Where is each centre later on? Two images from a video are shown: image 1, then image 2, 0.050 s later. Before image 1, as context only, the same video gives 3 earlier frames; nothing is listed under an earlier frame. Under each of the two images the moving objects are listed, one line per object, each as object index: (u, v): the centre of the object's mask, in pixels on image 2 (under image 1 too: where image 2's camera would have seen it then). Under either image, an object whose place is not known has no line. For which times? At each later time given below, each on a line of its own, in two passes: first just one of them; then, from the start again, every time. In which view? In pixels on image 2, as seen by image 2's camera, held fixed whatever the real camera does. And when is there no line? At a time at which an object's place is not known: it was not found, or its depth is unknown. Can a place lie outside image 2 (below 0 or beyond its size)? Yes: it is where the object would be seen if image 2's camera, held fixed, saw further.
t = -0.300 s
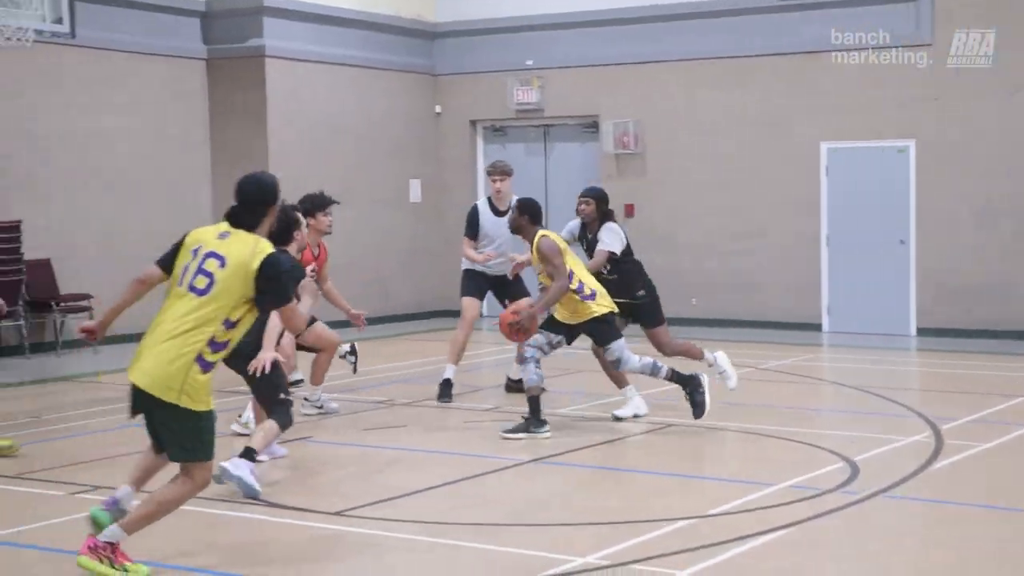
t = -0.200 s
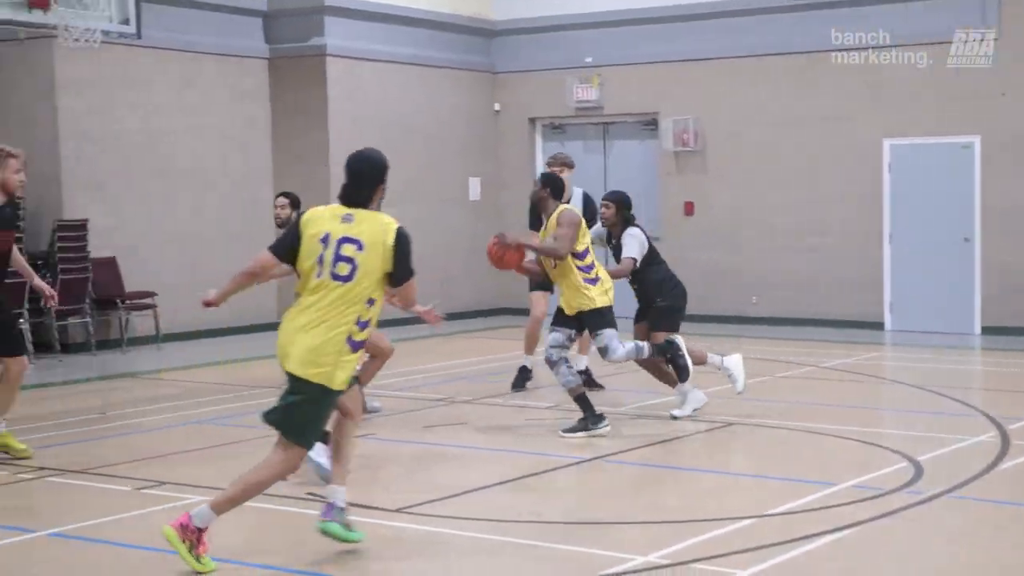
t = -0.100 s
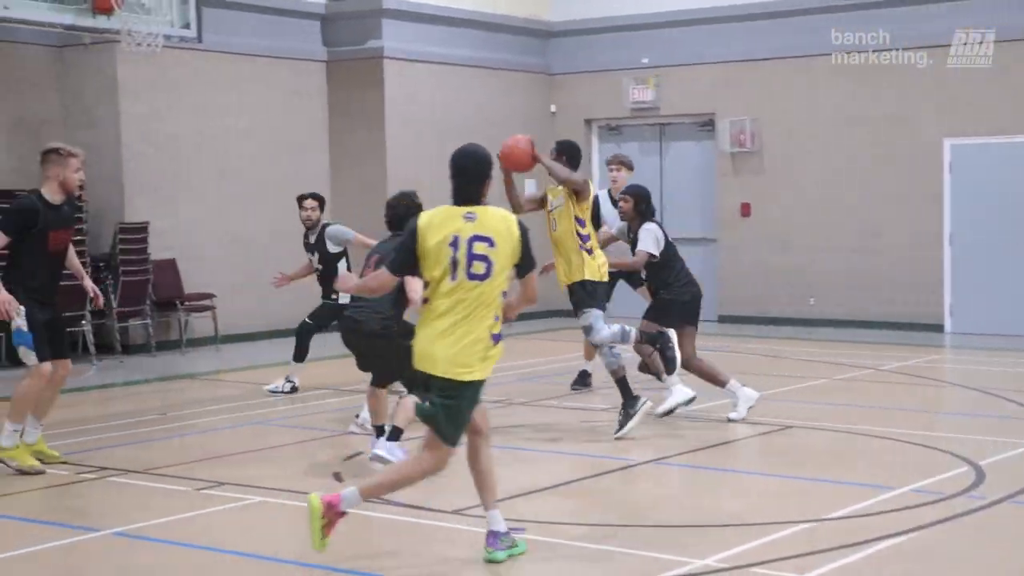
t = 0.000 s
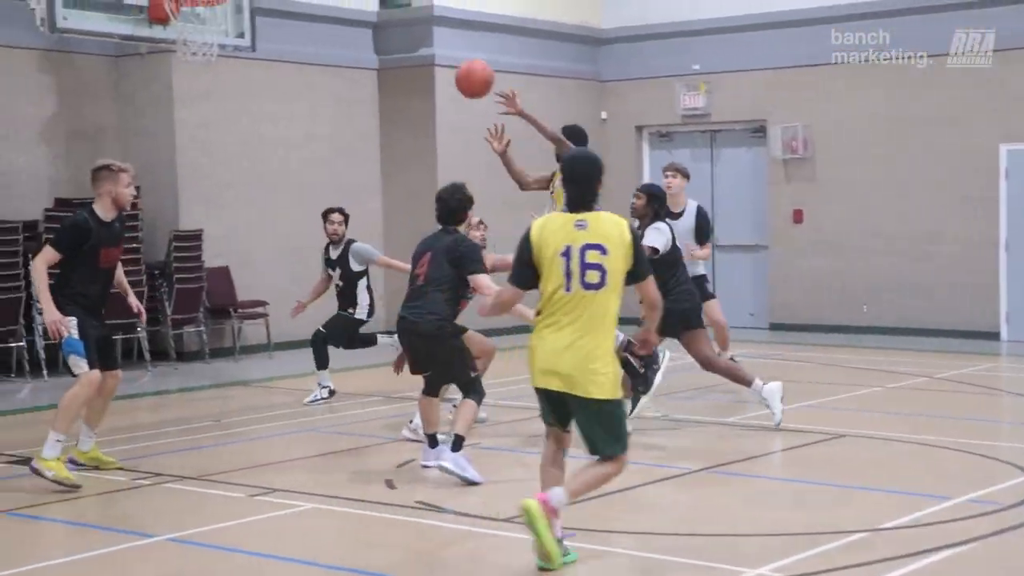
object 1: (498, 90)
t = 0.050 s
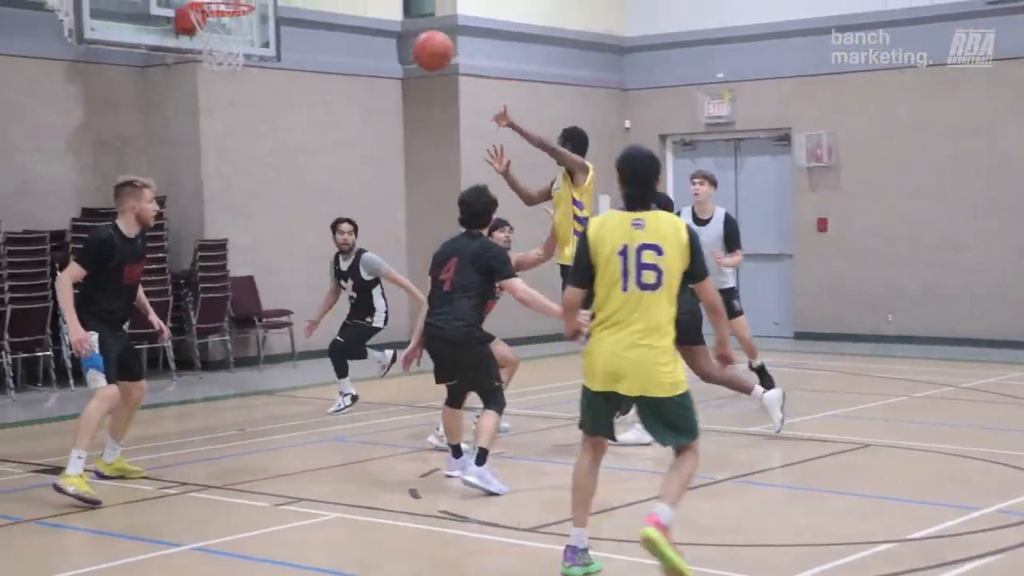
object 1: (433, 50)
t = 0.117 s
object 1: (341, 5)
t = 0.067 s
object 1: (411, 39)
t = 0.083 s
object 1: (389, 28)
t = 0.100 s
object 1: (365, 16)
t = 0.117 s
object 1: (341, 5)
